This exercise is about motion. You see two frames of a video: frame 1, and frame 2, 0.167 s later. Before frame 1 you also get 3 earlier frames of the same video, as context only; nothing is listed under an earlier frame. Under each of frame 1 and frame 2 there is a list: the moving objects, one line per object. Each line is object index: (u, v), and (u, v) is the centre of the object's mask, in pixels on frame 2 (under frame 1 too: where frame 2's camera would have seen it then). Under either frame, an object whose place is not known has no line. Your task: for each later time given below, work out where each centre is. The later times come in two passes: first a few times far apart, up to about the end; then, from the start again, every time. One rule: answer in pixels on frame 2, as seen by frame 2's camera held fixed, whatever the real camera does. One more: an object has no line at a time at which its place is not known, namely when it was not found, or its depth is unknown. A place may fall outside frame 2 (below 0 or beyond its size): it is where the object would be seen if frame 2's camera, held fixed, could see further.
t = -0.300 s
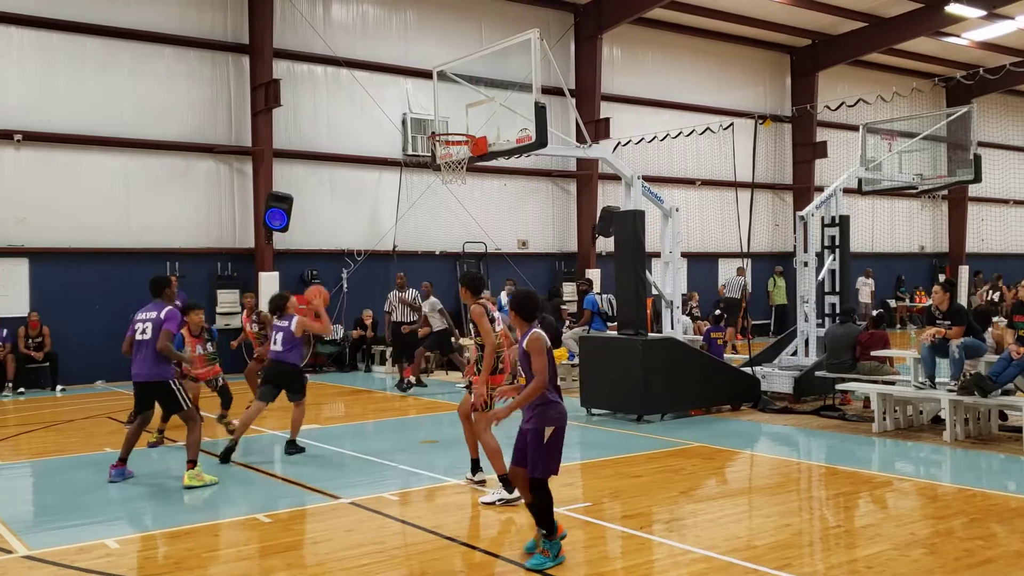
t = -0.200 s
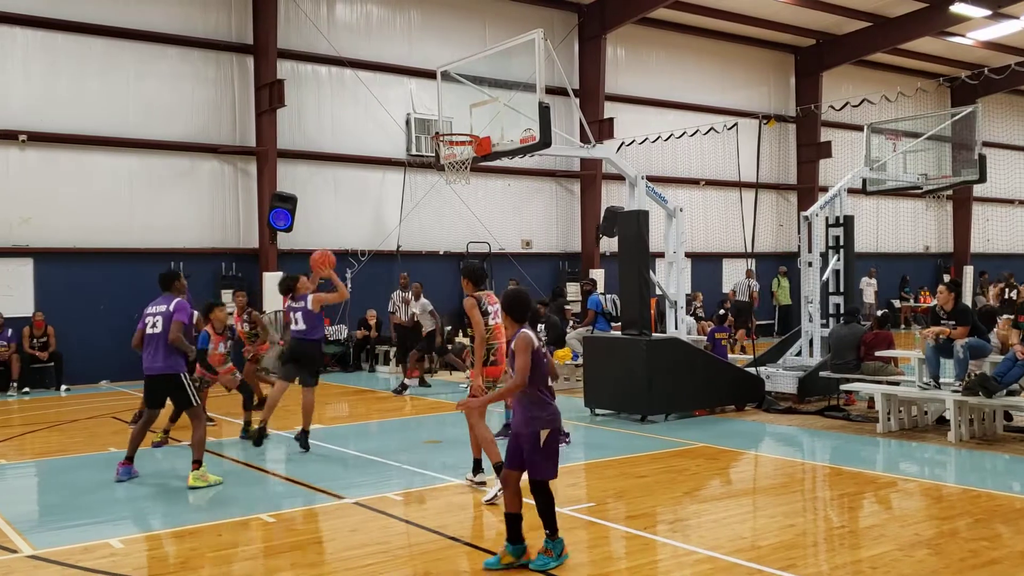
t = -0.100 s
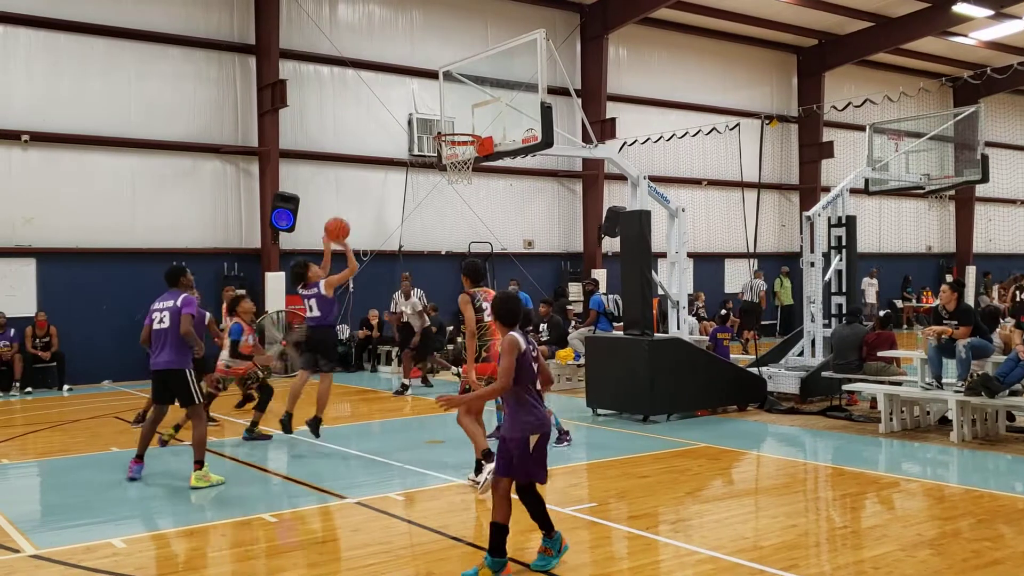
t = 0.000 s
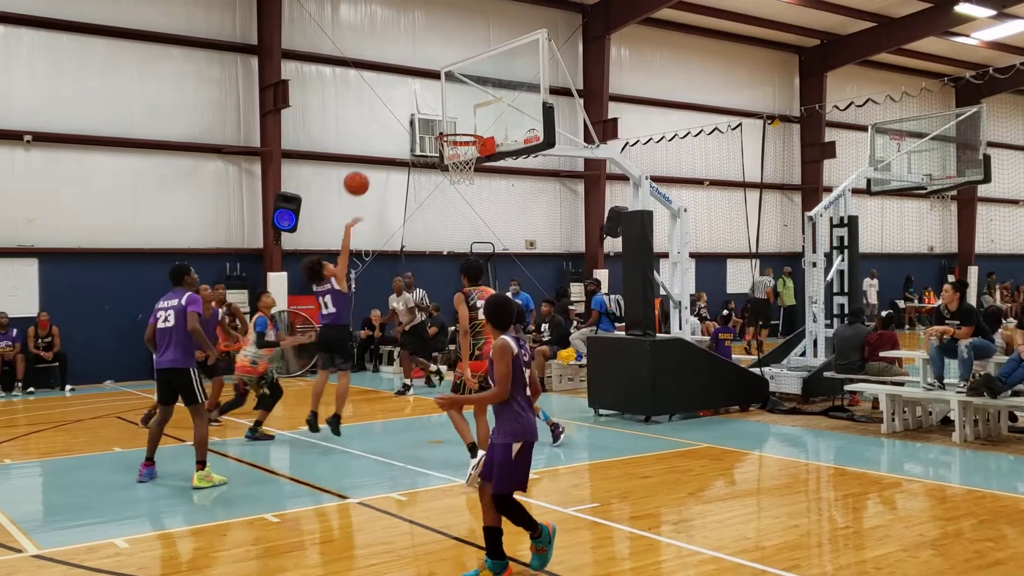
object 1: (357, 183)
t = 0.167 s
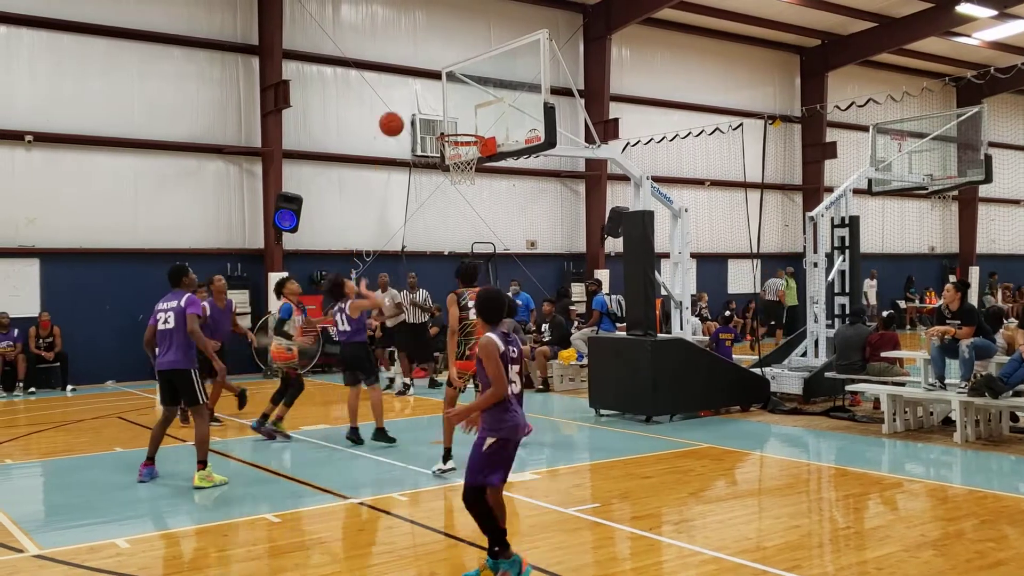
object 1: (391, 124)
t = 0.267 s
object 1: (411, 103)
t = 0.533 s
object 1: (464, 96)
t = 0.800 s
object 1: (468, 116)
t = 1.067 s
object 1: (420, 125)
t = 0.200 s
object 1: (398, 116)
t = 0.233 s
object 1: (405, 109)
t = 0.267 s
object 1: (411, 103)
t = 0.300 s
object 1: (418, 98)
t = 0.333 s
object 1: (425, 94)
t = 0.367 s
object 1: (431, 91)
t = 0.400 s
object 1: (438, 90)
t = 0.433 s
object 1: (444, 90)
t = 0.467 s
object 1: (451, 91)
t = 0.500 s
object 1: (457, 93)
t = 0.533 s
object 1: (464, 96)
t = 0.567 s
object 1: (470, 100)
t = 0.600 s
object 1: (476, 105)
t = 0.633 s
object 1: (483, 112)
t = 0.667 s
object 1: (488, 118)
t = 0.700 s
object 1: (484, 124)
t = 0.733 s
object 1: (480, 124)
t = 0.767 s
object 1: (474, 119)
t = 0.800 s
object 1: (468, 116)
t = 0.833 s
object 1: (462, 113)
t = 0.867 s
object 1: (457, 111)
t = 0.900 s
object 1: (450, 111)
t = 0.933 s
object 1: (445, 112)
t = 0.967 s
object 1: (439, 113)
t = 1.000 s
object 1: (433, 116)
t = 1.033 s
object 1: (427, 120)
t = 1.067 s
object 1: (420, 125)
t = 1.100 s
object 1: (414, 132)
